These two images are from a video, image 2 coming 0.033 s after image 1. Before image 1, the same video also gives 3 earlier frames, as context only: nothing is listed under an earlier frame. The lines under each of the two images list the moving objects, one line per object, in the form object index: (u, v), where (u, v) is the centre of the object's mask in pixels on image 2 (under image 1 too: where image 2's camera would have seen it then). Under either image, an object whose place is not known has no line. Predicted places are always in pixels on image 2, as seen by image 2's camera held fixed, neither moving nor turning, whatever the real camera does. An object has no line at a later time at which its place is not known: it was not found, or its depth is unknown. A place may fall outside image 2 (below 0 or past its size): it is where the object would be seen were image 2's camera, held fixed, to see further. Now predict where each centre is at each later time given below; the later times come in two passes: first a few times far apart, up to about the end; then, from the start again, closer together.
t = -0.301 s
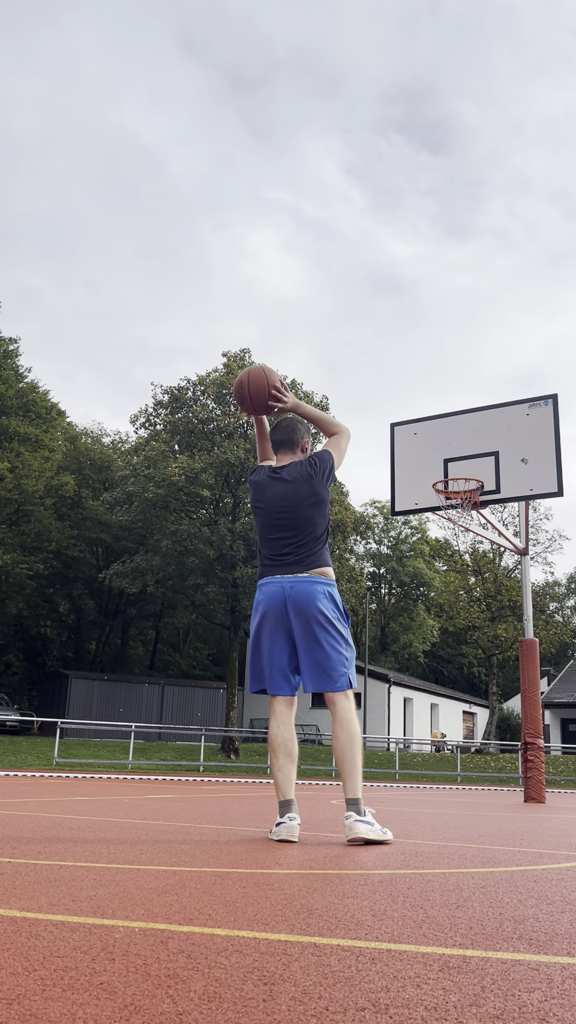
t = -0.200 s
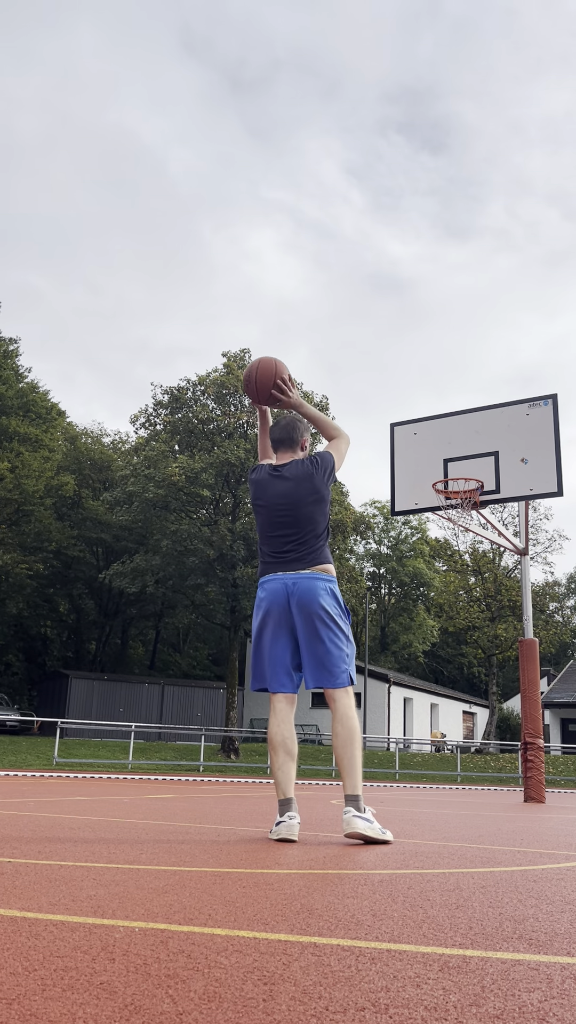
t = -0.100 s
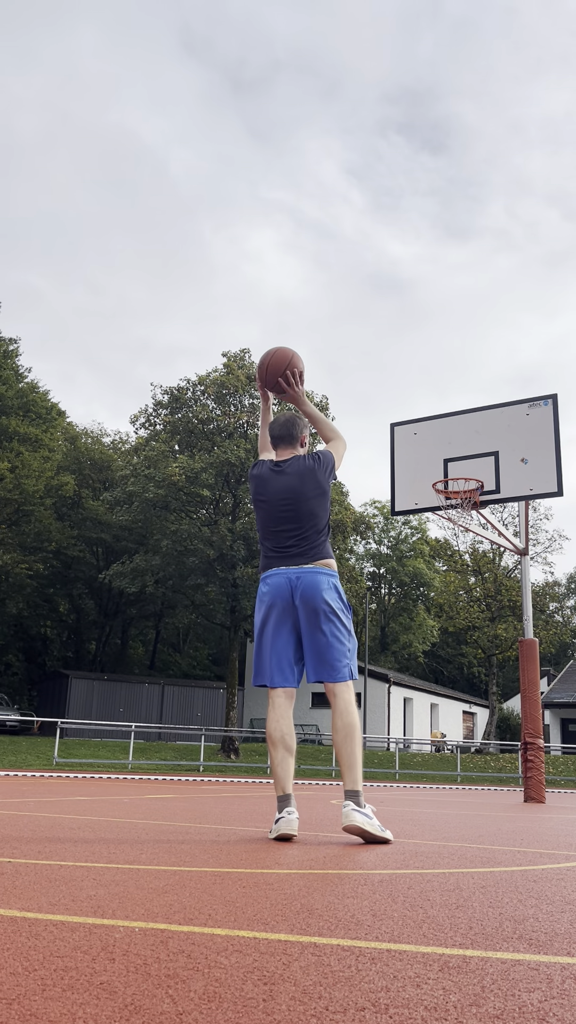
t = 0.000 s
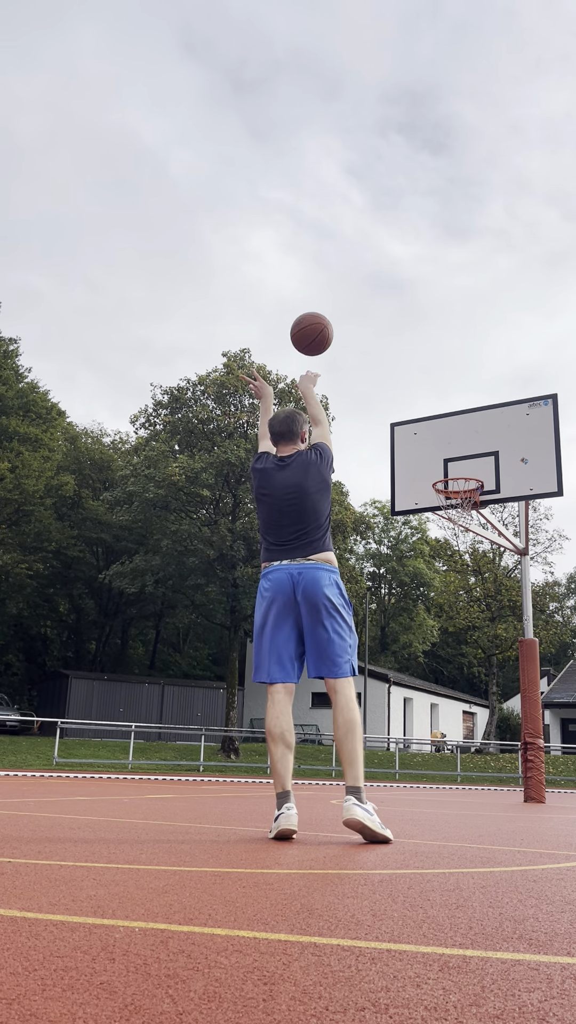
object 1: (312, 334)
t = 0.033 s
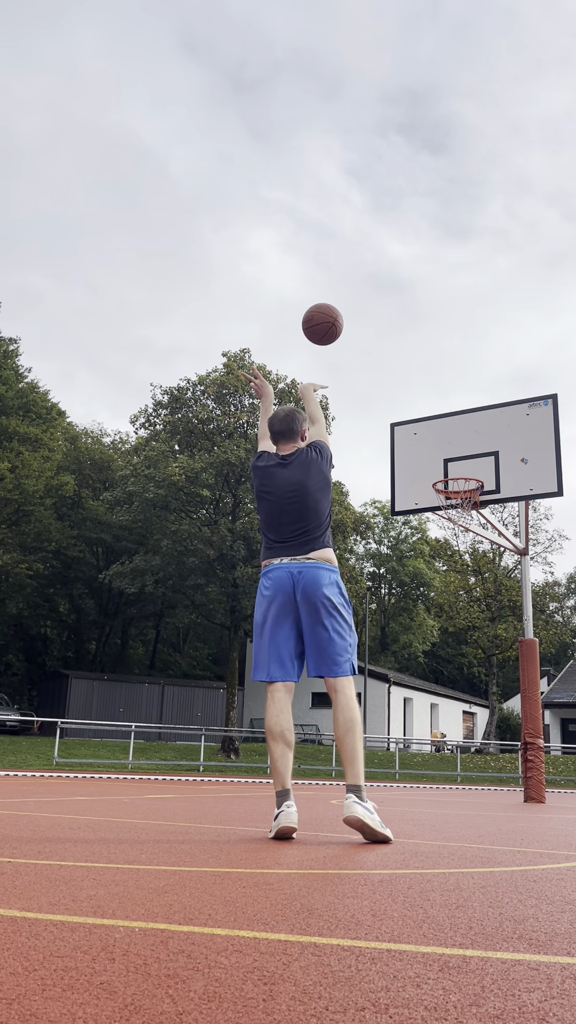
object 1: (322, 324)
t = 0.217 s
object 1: (369, 307)
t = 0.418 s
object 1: (405, 336)
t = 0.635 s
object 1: (434, 404)
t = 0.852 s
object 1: (456, 496)
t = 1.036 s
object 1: (471, 550)
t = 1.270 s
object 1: (490, 666)
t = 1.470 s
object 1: (508, 776)
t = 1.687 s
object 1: (523, 664)
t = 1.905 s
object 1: (540, 606)
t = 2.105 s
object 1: (560, 604)
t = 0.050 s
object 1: (328, 320)
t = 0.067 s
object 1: (332, 317)
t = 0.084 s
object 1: (337, 314)
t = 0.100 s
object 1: (342, 311)
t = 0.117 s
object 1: (346, 310)
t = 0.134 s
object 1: (350, 308)
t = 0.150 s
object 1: (354, 307)
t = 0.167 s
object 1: (358, 307)
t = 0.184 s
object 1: (362, 306)
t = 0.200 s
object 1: (366, 307)
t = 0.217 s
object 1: (369, 307)
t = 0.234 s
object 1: (373, 308)
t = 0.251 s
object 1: (376, 309)
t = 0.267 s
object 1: (380, 311)
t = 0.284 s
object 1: (383, 312)
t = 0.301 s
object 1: (386, 315)
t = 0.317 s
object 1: (389, 317)
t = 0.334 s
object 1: (392, 319)
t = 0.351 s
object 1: (395, 322)
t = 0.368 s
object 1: (397, 325)
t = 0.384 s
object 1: (400, 329)
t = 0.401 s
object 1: (403, 332)
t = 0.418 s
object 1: (405, 336)
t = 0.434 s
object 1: (408, 340)
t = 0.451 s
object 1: (410, 344)
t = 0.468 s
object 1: (413, 349)
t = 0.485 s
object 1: (415, 354)
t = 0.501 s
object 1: (417, 358)
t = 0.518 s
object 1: (420, 363)
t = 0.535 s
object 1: (422, 369)
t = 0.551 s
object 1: (424, 374)
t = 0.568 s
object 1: (426, 380)
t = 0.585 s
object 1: (428, 386)
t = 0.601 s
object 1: (430, 392)
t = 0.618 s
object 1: (432, 398)
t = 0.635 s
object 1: (434, 404)
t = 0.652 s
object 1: (436, 411)
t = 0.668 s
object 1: (438, 417)
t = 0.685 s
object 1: (440, 424)
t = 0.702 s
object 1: (442, 431)
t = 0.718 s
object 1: (443, 438)
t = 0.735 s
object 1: (445, 445)
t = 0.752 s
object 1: (447, 453)
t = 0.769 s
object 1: (448, 460)
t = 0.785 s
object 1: (450, 467)
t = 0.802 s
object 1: (452, 475)
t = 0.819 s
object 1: (453, 484)
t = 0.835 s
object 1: (455, 491)
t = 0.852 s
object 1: (456, 496)
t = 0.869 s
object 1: (458, 503)
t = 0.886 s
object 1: (460, 509)
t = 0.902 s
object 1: (461, 514)
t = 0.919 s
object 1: (463, 519)
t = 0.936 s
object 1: (464, 521)
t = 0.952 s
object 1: (465, 525)
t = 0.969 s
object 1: (466, 529)
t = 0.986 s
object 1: (467, 534)
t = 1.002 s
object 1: (468, 539)
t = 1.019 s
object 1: (470, 544)
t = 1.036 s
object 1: (471, 550)
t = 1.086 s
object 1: (474, 568)
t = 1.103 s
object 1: (476, 575)
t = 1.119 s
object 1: (477, 583)
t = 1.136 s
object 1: (479, 591)
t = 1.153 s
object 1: (480, 598)
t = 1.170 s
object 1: (481, 607)
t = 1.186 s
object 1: (483, 616)
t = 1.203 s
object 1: (484, 626)
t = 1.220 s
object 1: (485, 635)
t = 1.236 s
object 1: (487, 645)
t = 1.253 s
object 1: (489, 656)
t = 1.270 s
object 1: (490, 666)
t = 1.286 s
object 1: (492, 678)
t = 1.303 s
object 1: (493, 690)
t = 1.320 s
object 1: (495, 702)
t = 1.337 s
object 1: (497, 715)
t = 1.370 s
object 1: (500, 742)
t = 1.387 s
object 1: (501, 757)
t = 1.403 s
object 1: (503, 771)
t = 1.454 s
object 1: (508, 787)
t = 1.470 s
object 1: (508, 776)
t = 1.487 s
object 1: (509, 765)
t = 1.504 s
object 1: (511, 755)
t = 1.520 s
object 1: (511, 745)
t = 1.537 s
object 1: (513, 736)
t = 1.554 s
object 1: (514, 727)
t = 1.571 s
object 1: (515, 718)
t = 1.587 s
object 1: (516, 709)
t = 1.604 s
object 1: (517, 701)
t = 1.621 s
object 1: (518, 692)
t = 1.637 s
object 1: (519, 685)
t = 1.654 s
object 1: (520, 678)
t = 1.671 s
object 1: (522, 671)
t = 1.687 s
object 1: (523, 664)
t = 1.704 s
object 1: (524, 658)
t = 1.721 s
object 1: (525, 652)
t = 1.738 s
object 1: (526, 646)
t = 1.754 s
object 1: (528, 641)
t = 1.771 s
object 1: (529, 635)
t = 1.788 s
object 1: (530, 631)
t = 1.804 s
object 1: (531, 626)
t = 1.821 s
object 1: (533, 622)
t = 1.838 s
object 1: (534, 618)
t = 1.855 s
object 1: (536, 615)
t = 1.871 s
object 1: (537, 611)
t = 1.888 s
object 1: (539, 609)
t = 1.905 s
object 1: (540, 606)
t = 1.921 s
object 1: (542, 604)
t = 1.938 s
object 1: (543, 602)
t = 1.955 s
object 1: (545, 600)
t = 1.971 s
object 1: (546, 599)
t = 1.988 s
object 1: (548, 599)
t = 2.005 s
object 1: (549, 598)
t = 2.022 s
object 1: (551, 598)
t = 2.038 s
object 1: (553, 599)
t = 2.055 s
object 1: (554, 599)
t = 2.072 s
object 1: (557, 601)
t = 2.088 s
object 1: (558, 602)
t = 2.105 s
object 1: (560, 604)
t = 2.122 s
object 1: (561, 606)
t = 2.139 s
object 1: (562, 609)
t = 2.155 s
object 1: (563, 612)
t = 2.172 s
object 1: (564, 616)
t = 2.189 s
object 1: (565, 620)
